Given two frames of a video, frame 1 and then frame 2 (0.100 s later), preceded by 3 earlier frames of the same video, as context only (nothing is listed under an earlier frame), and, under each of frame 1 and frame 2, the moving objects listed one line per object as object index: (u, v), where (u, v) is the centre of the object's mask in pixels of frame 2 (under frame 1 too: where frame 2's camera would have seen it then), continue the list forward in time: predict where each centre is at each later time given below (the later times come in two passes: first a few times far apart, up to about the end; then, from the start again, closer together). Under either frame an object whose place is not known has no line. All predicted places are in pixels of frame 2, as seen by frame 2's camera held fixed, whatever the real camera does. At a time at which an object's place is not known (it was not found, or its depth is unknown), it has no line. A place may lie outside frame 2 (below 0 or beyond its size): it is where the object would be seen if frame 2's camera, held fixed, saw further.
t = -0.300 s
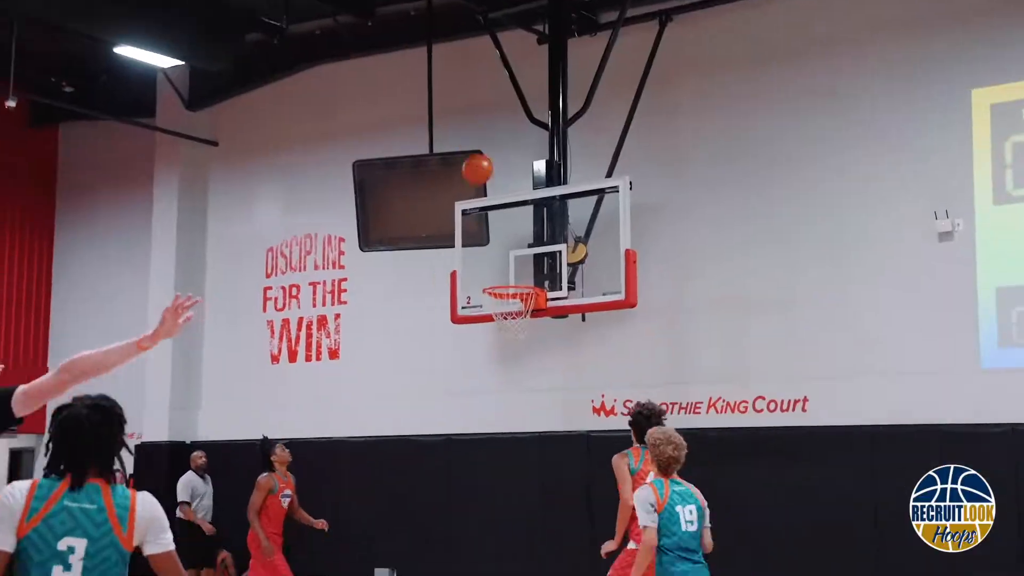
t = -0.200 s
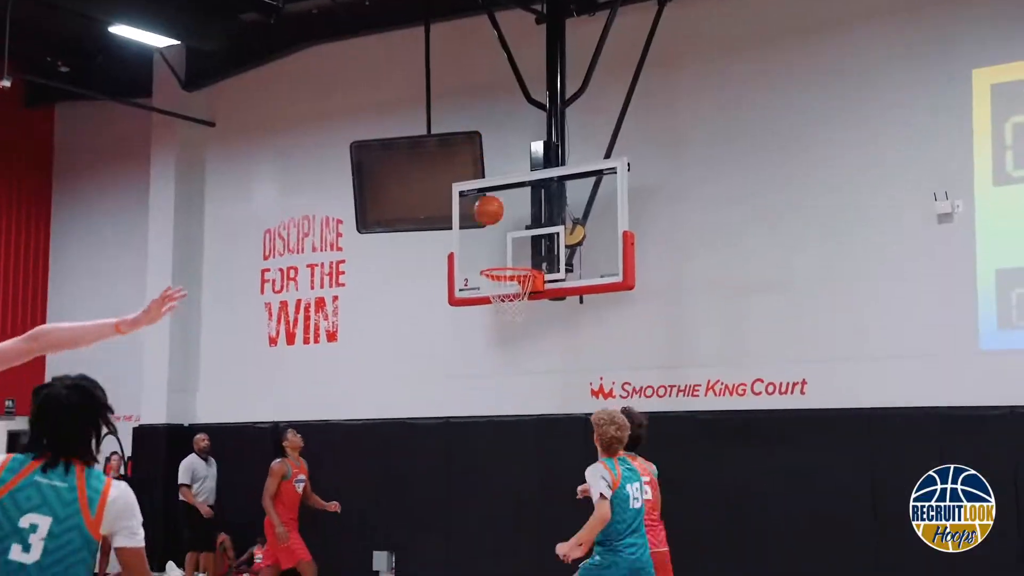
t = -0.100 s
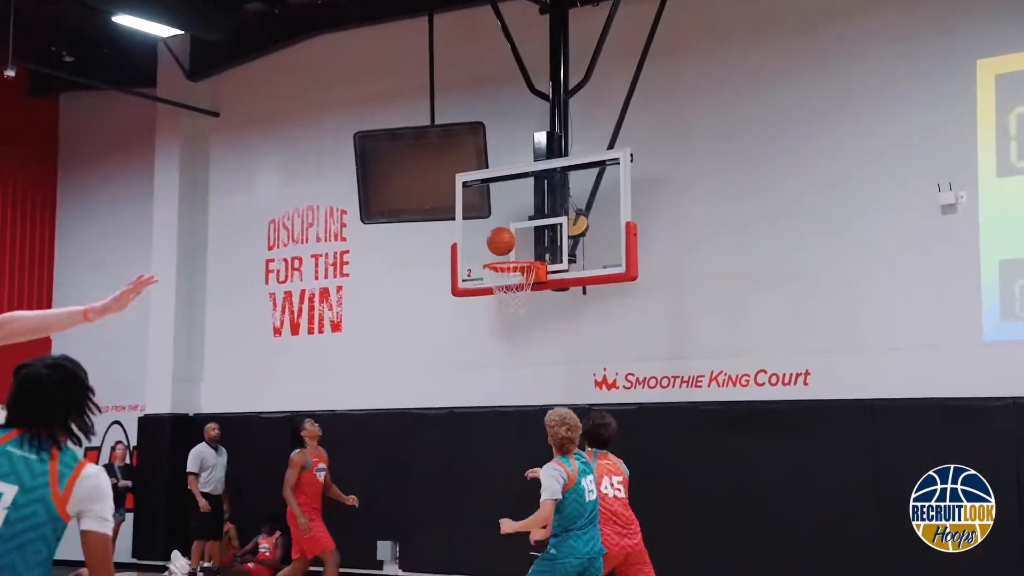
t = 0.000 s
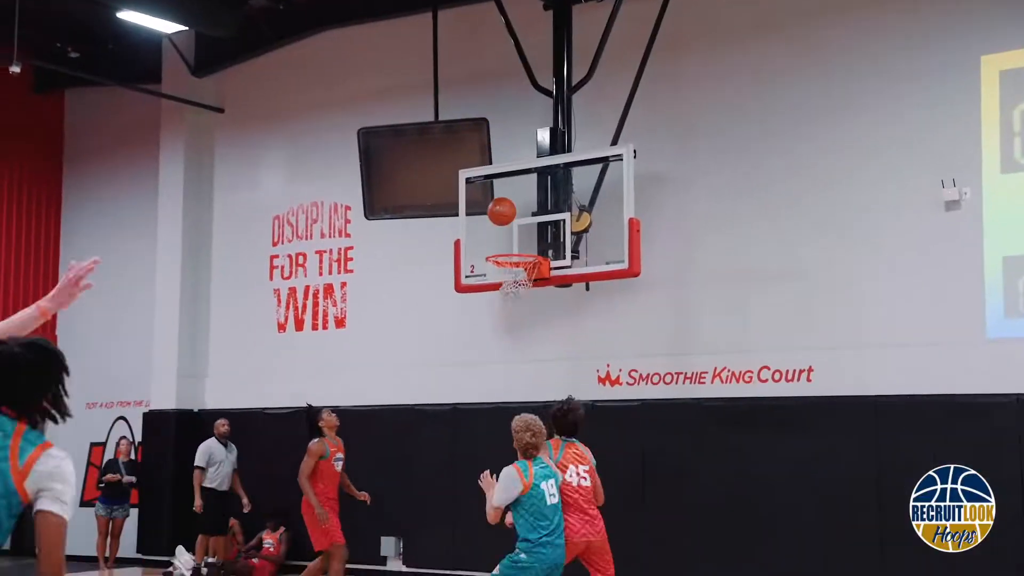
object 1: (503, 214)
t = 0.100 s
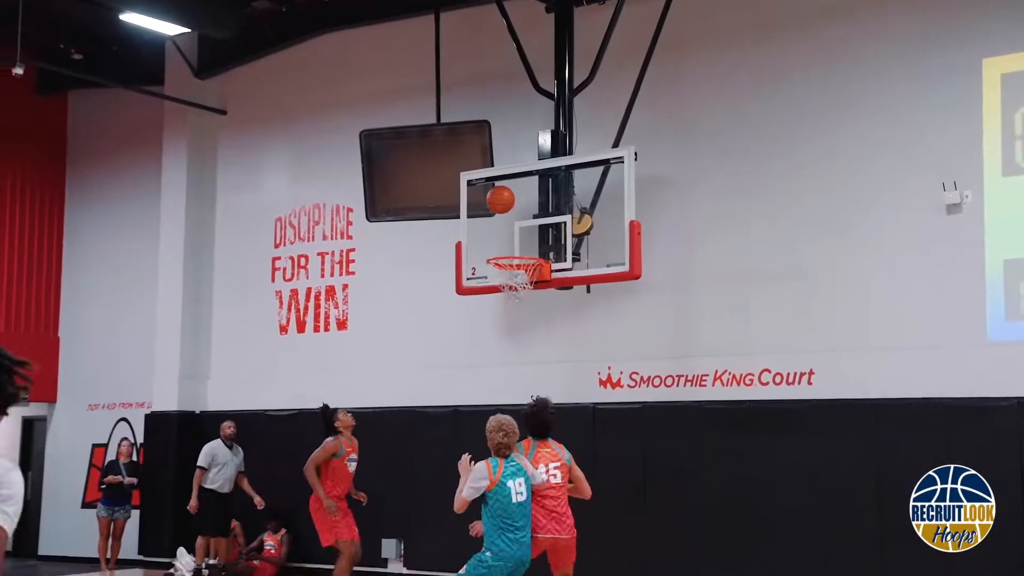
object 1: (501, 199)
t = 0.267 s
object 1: (497, 201)
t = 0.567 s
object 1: (500, 244)
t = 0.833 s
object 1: (526, 243)
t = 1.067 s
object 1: (542, 244)
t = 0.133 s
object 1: (500, 197)
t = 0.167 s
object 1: (499, 196)
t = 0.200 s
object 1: (498, 196)
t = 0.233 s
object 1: (498, 198)
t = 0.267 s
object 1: (497, 201)
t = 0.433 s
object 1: (492, 233)
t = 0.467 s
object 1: (492, 244)
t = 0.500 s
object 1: (493, 246)
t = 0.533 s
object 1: (497, 244)
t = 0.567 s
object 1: (500, 244)
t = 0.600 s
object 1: (503, 244)
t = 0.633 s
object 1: (506, 246)
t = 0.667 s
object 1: (509, 248)
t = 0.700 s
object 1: (512, 248)
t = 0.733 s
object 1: (516, 246)
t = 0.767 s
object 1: (519, 244)
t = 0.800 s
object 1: (522, 243)
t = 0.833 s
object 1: (526, 243)
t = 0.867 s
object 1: (529, 244)
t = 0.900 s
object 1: (532, 246)
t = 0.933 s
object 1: (535, 247)
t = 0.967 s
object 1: (537, 245)
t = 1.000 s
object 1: (539, 244)
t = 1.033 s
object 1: (541, 244)
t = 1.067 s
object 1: (542, 244)
